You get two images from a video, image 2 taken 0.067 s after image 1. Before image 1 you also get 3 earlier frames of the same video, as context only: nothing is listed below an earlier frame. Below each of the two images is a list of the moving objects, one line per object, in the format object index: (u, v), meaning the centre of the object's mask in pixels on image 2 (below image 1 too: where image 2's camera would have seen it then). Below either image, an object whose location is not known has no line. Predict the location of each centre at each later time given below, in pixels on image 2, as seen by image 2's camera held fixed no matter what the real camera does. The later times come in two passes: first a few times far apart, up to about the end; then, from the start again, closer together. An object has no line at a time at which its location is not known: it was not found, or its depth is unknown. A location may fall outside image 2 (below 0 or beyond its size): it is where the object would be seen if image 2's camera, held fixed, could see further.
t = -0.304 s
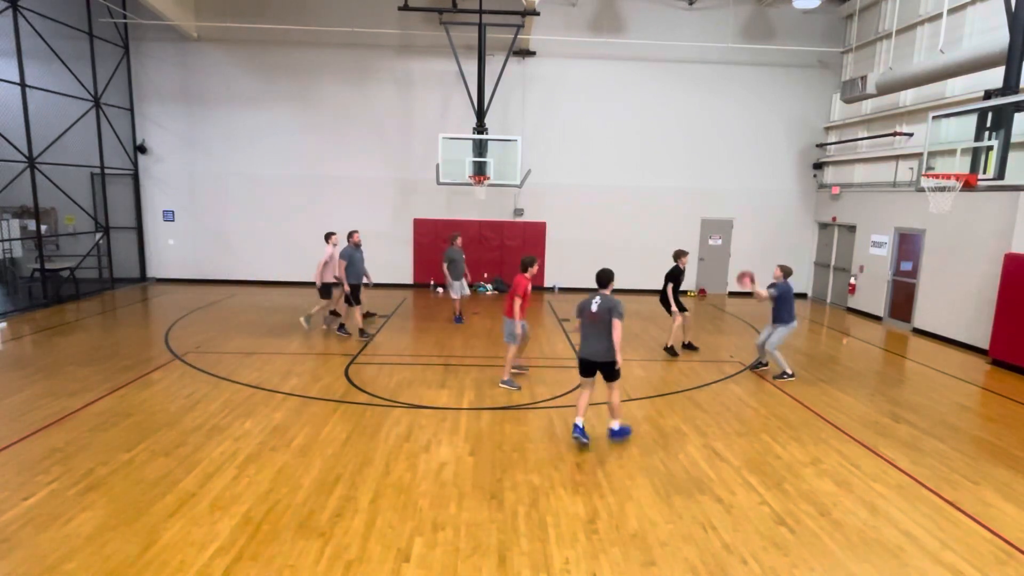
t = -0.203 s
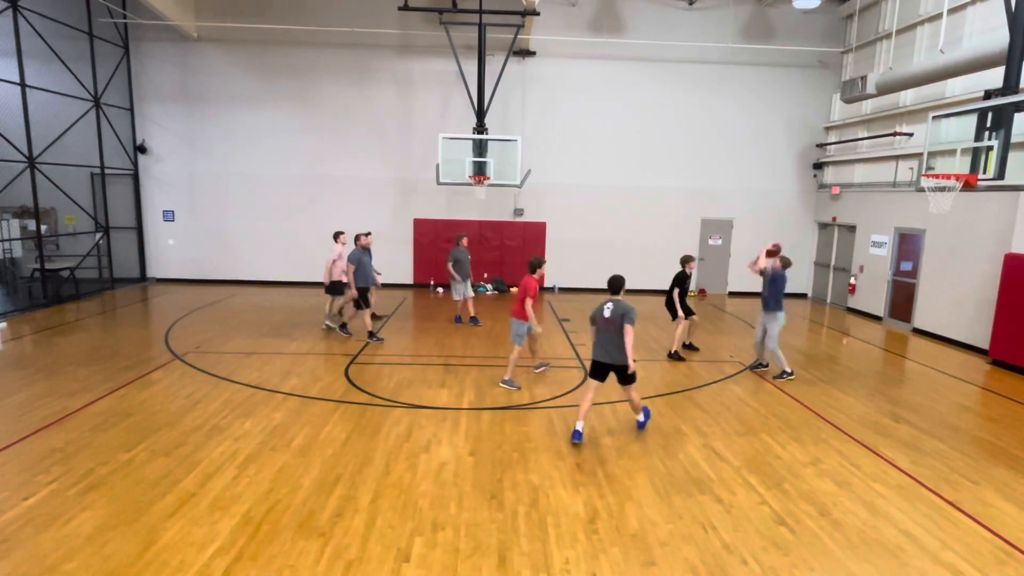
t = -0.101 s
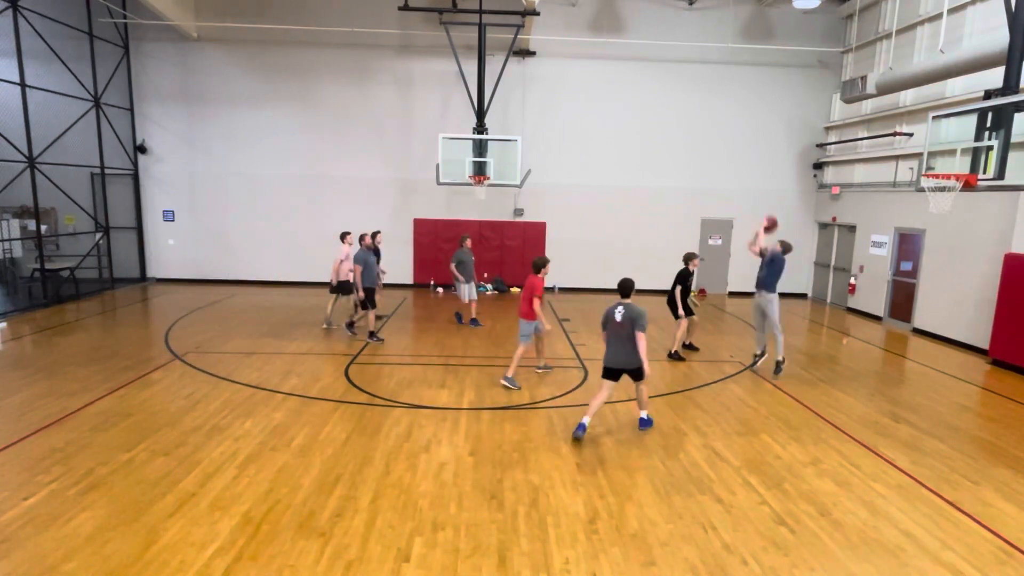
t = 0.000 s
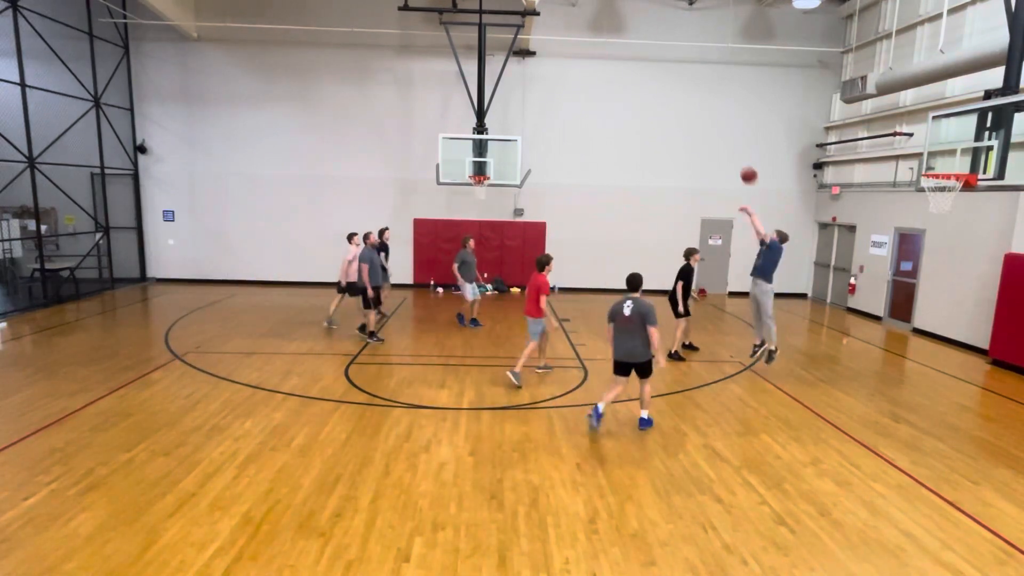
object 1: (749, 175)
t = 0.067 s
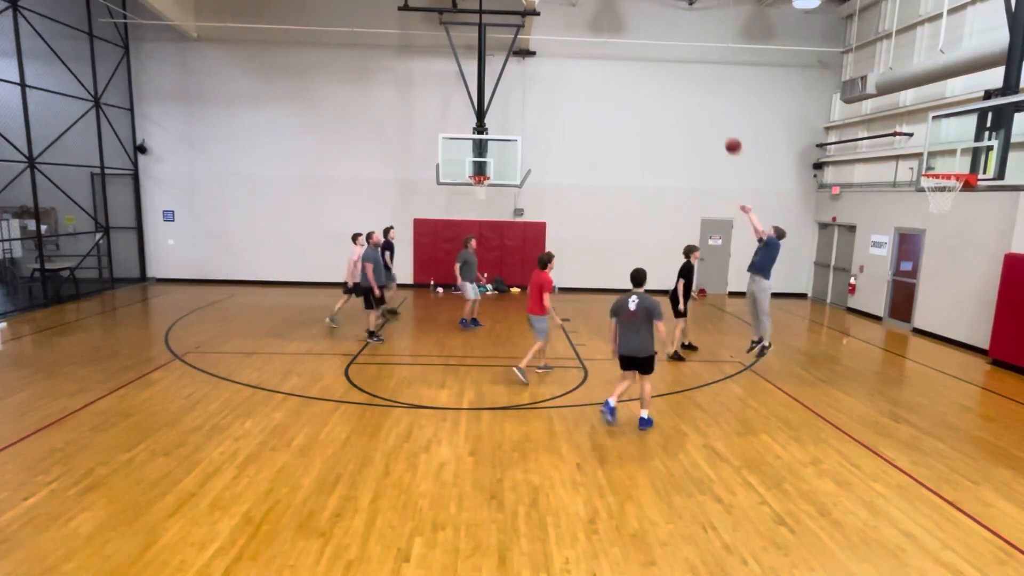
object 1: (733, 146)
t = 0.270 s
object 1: (687, 79)
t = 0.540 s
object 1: (630, 37)
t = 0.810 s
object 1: (580, 39)
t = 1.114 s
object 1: (530, 84)
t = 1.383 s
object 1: (492, 153)
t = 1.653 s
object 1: (468, 208)
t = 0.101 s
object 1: (725, 132)
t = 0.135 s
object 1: (717, 120)
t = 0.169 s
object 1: (710, 108)
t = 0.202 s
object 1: (702, 98)
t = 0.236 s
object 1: (695, 88)
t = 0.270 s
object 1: (687, 79)
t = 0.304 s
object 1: (680, 70)
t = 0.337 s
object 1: (673, 64)
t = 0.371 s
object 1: (666, 58)
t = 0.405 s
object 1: (658, 52)
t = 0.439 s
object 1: (651, 47)
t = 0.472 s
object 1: (644, 42)
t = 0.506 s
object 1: (638, 39)
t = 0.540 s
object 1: (630, 37)
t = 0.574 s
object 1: (624, 35)
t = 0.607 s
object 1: (617, 33)
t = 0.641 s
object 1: (611, 33)
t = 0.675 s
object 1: (604, 33)
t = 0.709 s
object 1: (598, 33)
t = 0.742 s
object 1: (592, 35)
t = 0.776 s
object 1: (586, 37)
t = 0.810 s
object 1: (580, 39)
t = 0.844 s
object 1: (574, 42)
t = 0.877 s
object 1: (568, 46)
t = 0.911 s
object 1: (563, 50)
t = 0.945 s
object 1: (557, 54)
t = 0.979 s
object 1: (552, 59)
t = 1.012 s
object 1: (546, 65)
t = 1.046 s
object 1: (541, 71)
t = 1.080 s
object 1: (535, 78)
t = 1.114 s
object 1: (530, 84)
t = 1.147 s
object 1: (525, 92)
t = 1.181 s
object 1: (520, 99)
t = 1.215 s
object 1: (515, 107)
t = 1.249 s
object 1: (510, 115)
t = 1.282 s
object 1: (506, 124)
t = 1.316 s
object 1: (501, 133)
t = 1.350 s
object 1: (497, 143)
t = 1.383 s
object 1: (492, 153)
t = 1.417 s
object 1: (488, 163)
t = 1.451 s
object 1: (483, 172)
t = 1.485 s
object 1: (480, 182)
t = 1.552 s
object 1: (474, 194)
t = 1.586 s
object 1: (472, 198)
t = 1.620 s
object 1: (470, 203)
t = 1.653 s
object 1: (468, 208)
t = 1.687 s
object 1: (466, 213)
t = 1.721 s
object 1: (464, 218)
